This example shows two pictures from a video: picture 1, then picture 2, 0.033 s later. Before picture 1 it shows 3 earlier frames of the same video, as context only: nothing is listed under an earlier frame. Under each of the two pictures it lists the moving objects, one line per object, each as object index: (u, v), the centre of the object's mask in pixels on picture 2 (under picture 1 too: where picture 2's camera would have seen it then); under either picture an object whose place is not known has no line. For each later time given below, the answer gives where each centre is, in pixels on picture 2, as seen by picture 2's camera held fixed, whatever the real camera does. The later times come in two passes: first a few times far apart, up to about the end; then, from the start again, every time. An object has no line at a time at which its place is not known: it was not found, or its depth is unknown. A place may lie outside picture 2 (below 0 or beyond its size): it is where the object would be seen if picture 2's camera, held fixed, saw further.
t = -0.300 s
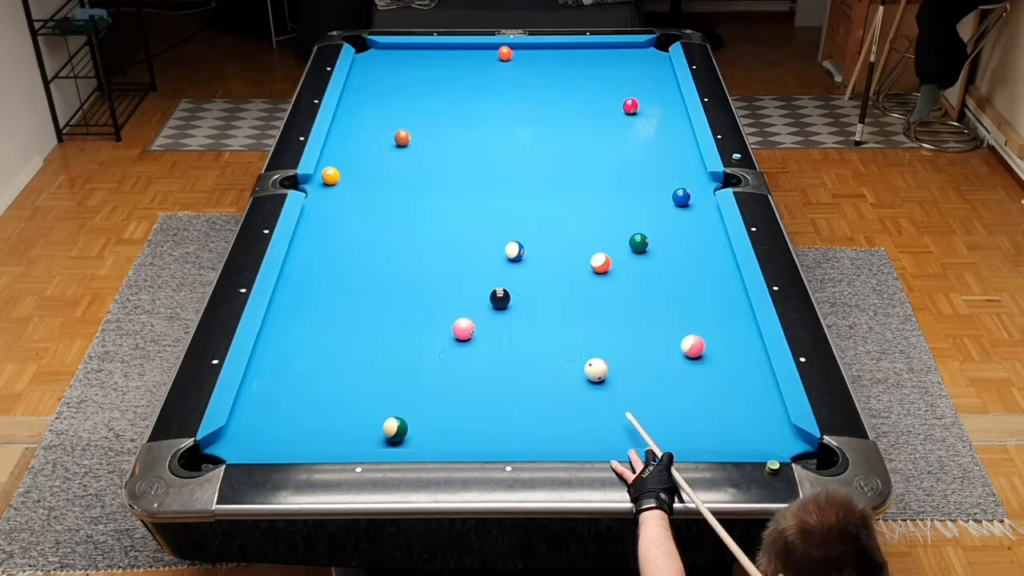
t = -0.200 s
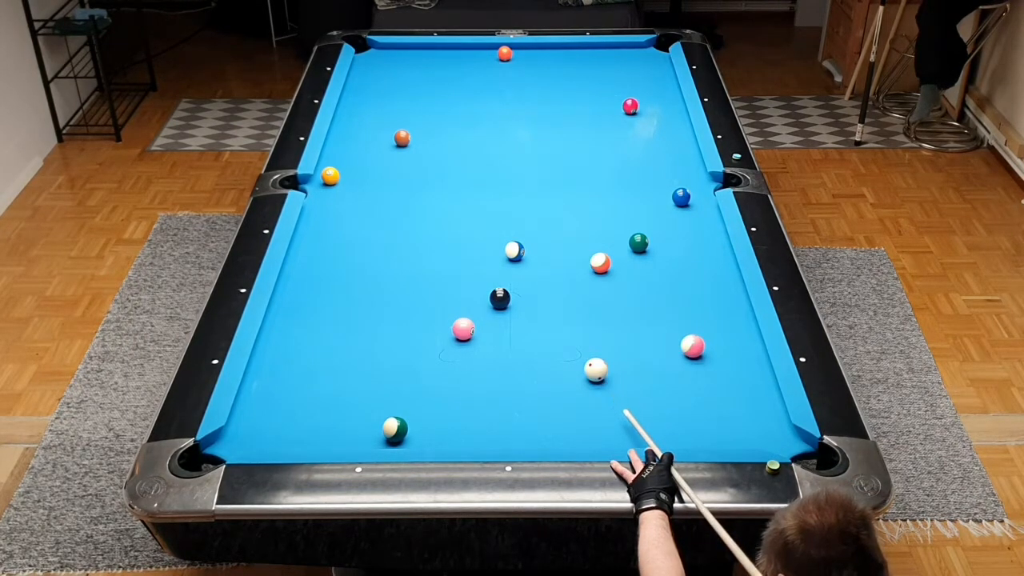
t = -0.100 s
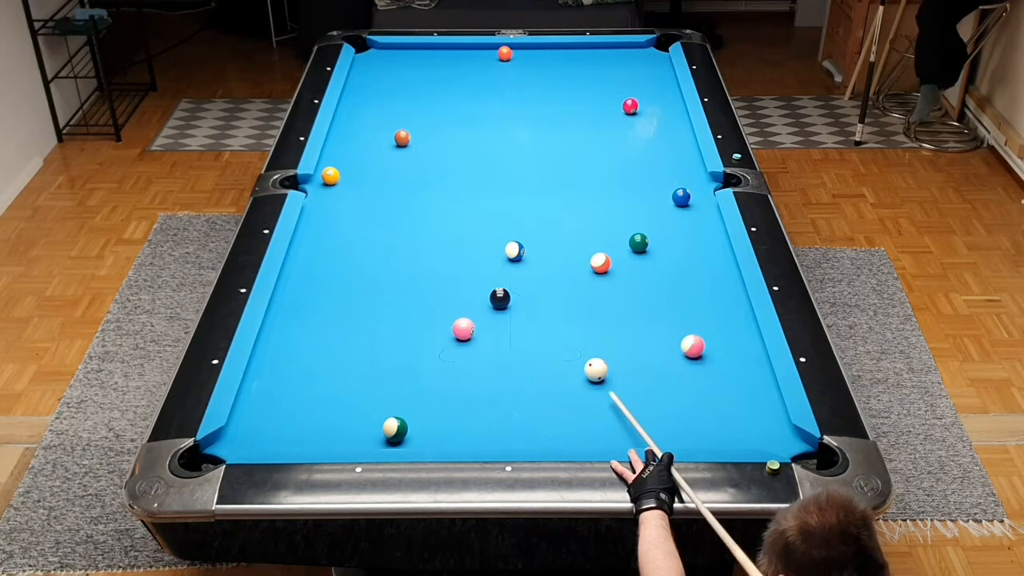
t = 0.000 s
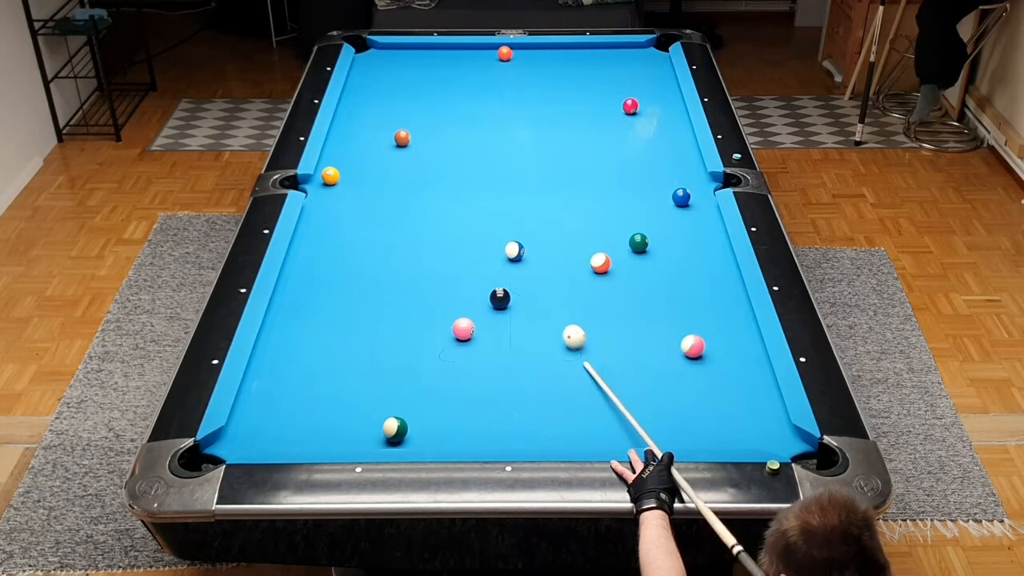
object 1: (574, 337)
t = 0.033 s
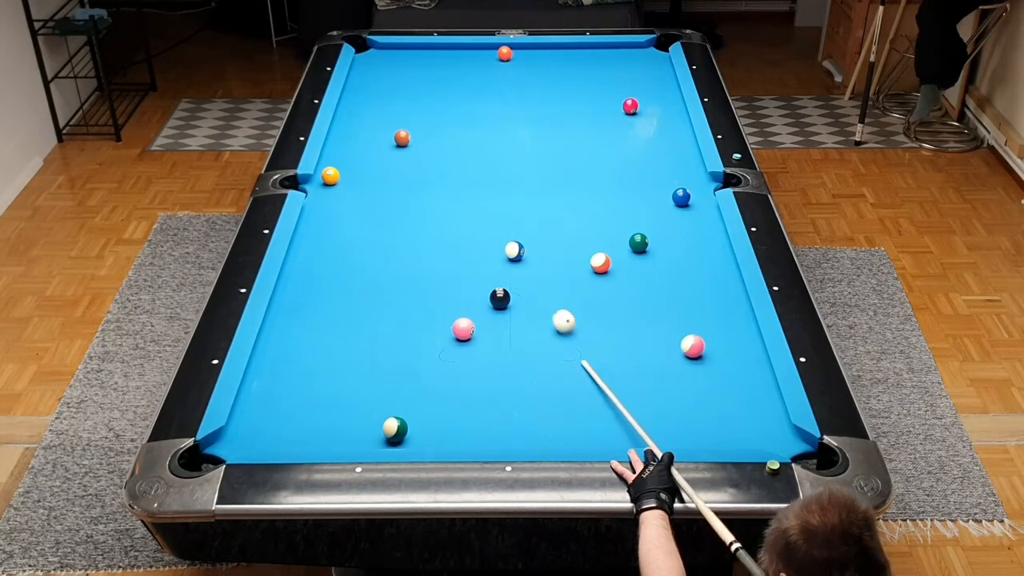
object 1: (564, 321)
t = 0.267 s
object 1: (523, 260)
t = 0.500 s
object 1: (525, 261)
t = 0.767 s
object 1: (527, 262)
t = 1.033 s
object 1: (527, 262)
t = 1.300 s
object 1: (527, 263)
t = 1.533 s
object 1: (528, 263)
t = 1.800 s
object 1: (529, 263)
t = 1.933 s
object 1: (528, 263)
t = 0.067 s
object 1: (554, 307)
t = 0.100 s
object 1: (545, 294)
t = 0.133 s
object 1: (537, 282)
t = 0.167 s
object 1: (529, 270)
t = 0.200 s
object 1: (523, 260)
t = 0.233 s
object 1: (523, 260)
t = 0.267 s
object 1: (523, 260)
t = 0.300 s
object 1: (523, 260)
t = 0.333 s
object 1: (524, 260)
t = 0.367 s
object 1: (524, 260)
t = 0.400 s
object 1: (525, 261)
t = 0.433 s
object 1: (525, 261)
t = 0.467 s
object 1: (525, 261)
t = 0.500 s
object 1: (525, 261)
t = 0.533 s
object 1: (525, 261)
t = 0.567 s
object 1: (526, 262)
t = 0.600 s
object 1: (526, 262)
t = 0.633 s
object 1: (526, 262)
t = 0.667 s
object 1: (526, 262)
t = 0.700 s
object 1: (526, 262)
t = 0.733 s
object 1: (526, 262)
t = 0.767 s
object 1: (527, 262)
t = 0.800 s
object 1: (527, 262)
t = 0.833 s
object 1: (527, 262)
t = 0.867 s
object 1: (527, 262)
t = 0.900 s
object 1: (527, 262)
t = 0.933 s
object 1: (527, 262)
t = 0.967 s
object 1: (527, 262)
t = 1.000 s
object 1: (527, 262)
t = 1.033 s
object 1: (527, 262)
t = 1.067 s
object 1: (527, 262)
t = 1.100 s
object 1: (527, 262)
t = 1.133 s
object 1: (527, 262)
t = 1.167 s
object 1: (527, 262)
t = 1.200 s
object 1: (527, 262)
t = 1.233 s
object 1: (527, 262)
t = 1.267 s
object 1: (527, 262)
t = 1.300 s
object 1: (527, 263)
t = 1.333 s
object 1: (527, 262)
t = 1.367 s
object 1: (527, 263)
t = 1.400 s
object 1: (528, 263)
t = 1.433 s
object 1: (528, 263)
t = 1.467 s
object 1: (528, 263)
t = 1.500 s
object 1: (528, 263)
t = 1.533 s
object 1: (528, 263)
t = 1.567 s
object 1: (528, 263)
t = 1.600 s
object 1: (528, 263)
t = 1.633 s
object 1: (528, 263)
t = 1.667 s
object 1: (528, 263)
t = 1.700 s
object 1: (528, 263)
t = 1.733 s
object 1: (528, 263)
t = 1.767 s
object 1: (528, 263)
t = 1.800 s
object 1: (529, 263)
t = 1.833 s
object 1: (528, 263)
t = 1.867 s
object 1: (528, 263)
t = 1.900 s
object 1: (529, 263)
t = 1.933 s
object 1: (528, 263)
